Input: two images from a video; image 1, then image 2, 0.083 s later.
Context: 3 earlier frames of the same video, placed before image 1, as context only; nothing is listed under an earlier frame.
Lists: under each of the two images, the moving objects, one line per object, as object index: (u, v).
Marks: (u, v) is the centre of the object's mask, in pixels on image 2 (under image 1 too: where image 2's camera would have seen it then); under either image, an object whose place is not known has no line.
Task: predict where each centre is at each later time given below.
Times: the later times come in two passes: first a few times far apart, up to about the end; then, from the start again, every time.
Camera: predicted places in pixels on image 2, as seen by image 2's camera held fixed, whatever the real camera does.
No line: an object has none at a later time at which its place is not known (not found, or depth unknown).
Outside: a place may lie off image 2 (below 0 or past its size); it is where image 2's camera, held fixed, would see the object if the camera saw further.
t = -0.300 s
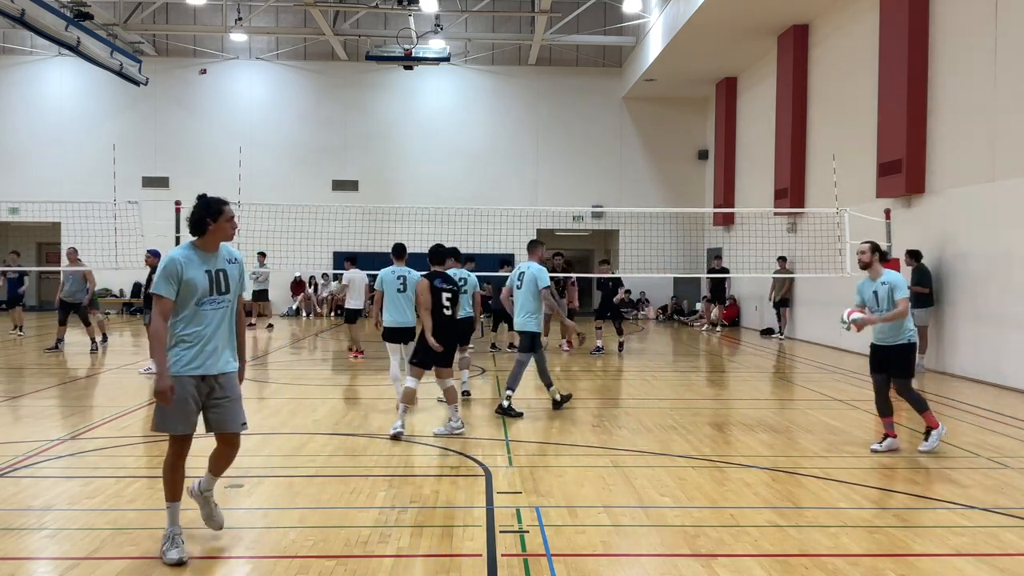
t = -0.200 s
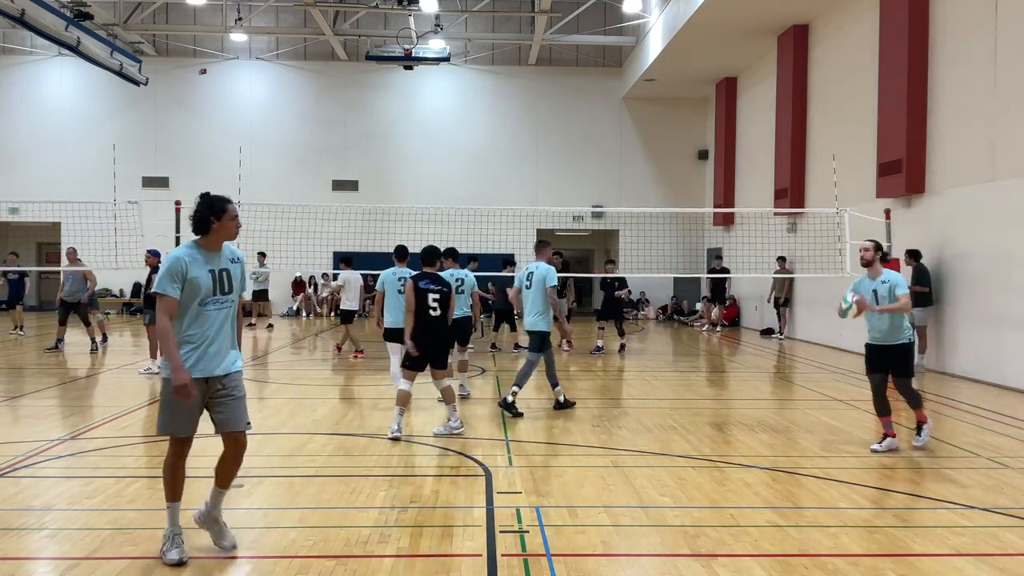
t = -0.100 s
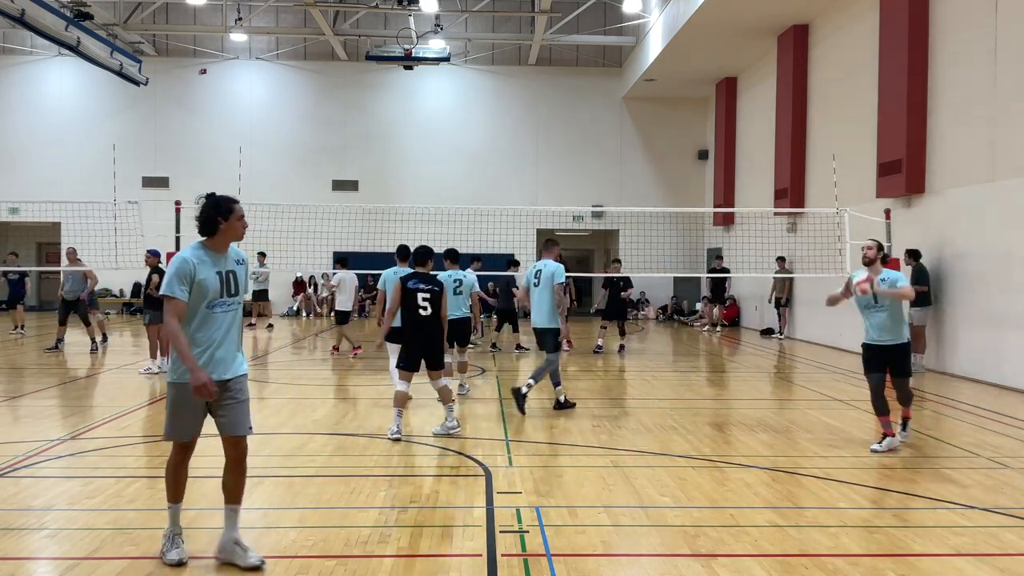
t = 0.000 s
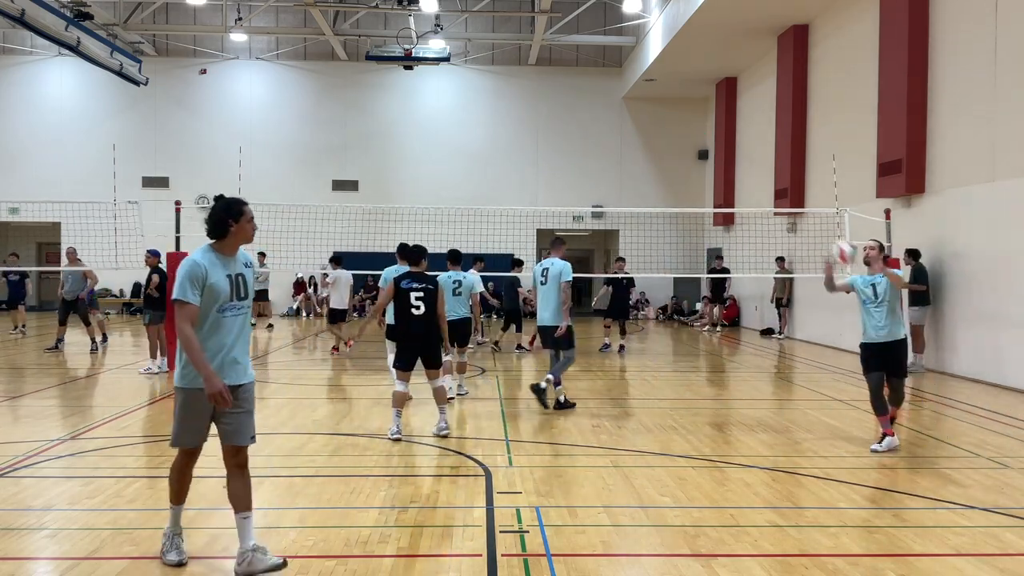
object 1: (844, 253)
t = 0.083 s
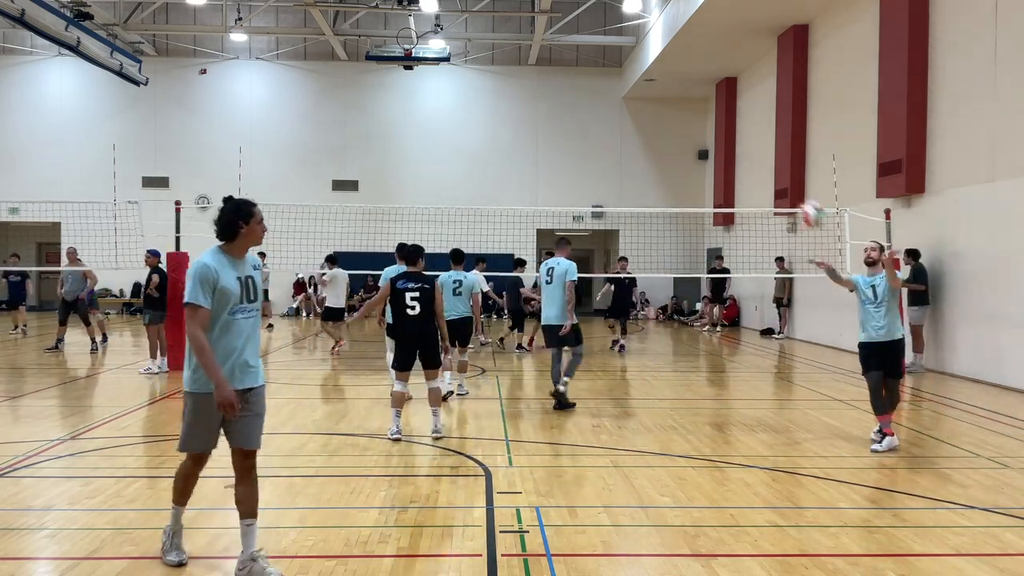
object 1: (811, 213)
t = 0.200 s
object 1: (760, 173)
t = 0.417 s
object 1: (646, 137)
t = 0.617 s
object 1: (513, 168)
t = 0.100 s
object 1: (804, 207)
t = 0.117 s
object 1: (796, 202)
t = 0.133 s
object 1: (789, 195)
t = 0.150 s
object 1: (784, 191)
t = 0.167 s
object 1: (776, 183)
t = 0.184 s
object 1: (768, 178)
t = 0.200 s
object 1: (760, 173)
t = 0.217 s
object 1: (752, 168)
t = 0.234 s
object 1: (743, 164)
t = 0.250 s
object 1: (735, 160)
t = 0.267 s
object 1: (728, 156)
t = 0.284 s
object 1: (719, 152)
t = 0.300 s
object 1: (711, 149)
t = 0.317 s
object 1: (701, 146)
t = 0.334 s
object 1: (692, 144)
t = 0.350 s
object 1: (684, 142)
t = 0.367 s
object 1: (675, 140)
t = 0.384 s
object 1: (665, 138)
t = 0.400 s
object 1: (656, 138)
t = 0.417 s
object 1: (646, 137)
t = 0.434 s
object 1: (636, 137)
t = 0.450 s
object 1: (626, 138)
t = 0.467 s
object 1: (616, 139)
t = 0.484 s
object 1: (605, 140)
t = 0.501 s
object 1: (595, 141)
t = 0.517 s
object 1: (583, 144)
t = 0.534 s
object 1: (571, 146)
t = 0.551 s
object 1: (561, 149)
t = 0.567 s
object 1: (548, 153)
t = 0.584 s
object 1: (537, 158)
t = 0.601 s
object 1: (525, 163)
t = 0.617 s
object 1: (513, 168)
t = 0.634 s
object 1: (501, 174)
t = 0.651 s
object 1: (489, 180)
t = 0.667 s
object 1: (475, 187)
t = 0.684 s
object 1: (463, 195)
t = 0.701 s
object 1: (449, 204)
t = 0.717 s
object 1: (435, 212)
